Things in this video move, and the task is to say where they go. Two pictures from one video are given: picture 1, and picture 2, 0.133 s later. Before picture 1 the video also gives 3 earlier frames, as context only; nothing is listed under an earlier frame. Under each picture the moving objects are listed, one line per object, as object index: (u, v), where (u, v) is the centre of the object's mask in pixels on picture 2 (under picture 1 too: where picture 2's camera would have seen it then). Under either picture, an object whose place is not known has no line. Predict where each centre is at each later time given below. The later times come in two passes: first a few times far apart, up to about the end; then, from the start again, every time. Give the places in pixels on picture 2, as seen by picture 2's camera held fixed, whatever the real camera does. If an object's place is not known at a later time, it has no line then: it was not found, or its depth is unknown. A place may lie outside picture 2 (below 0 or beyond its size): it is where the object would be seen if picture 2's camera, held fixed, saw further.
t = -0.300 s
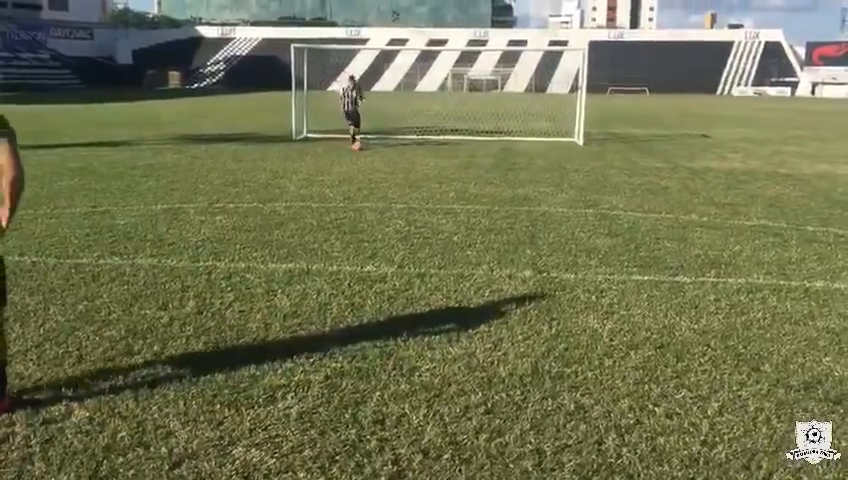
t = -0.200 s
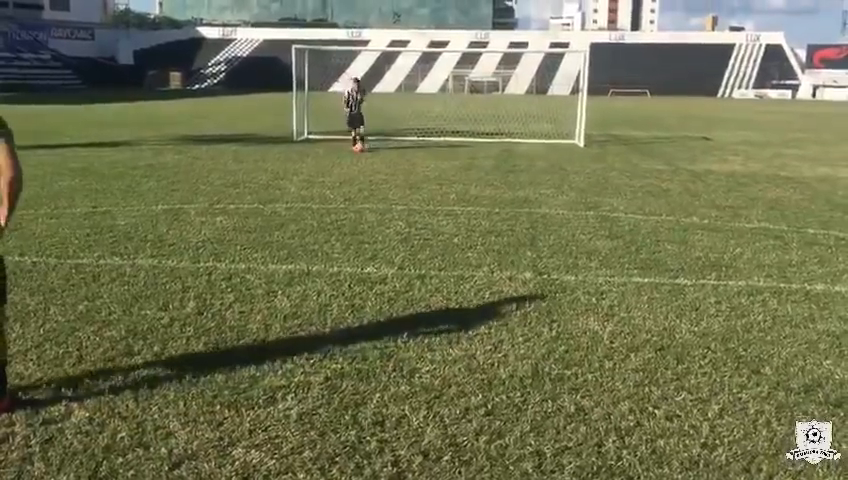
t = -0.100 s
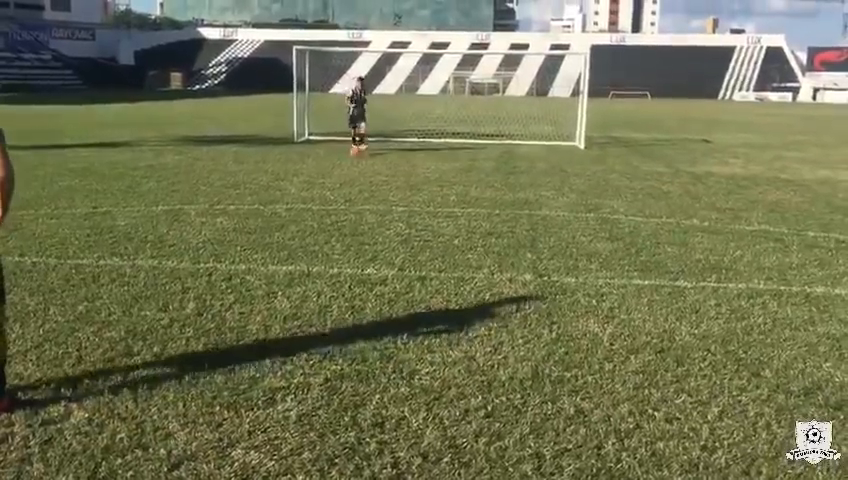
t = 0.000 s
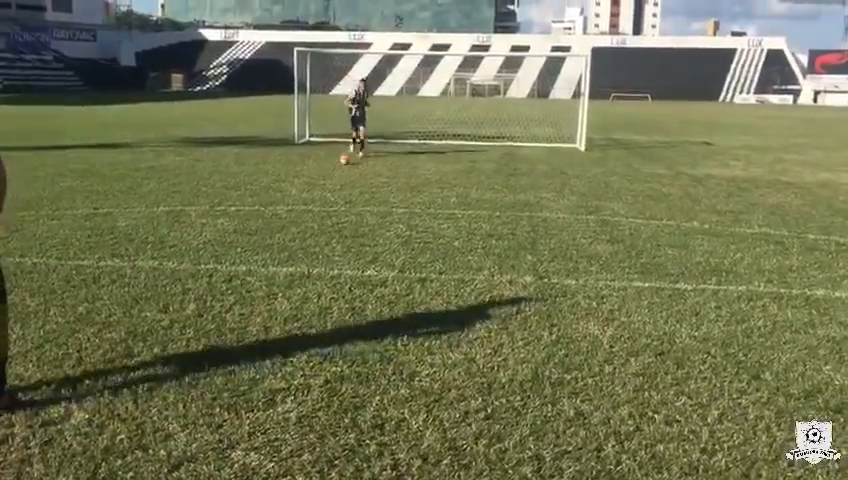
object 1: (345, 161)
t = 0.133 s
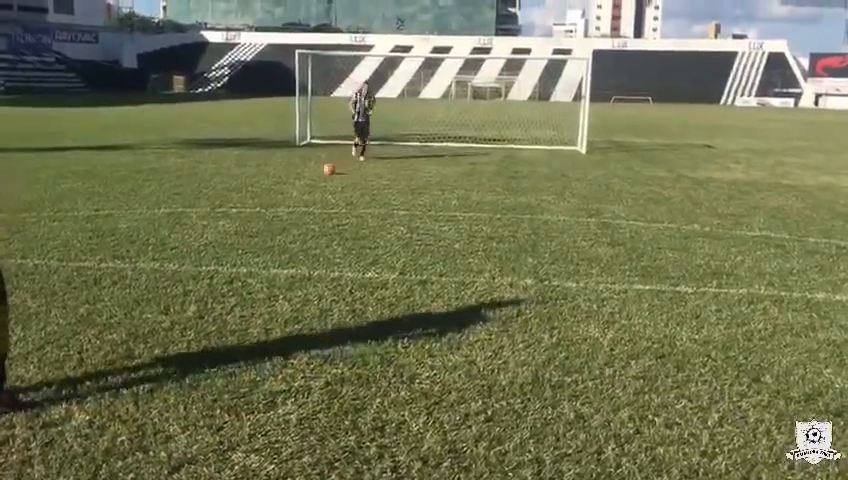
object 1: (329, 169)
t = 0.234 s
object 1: (315, 175)
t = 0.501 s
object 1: (276, 192)
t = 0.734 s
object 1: (234, 209)
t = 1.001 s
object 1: (177, 231)
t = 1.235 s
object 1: (115, 257)
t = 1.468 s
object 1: (35, 289)
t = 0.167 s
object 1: (326, 170)
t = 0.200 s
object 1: (320, 172)
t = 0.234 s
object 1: (315, 175)
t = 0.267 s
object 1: (311, 177)
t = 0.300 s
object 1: (306, 179)
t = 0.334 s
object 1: (302, 181)
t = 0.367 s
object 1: (296, 183)
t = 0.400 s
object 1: (291, 185)
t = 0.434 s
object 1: (287, 187)
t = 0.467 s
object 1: (281, 190)
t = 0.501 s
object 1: (276, 192)
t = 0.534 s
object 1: (270, 194)
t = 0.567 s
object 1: (264, 195)
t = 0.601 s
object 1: (259, 197)
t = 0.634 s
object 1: (252, 200)
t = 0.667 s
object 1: (246, 204)
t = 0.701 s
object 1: (241, 206)
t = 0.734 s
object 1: (234, 209)
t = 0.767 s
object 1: (228, 211)
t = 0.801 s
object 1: (221, 214)
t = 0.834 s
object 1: (214, 217)
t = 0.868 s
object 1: (207, 220)
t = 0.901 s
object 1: (200, 222)
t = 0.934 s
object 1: (193, 225)
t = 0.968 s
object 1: (186, 228)
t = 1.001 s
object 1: (177, 231)
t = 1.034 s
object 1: (169, 233)
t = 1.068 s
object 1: (161, 234)
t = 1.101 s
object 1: (152, 238)
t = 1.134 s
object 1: (144, 243)
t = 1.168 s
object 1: (135, 249)
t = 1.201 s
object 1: (127, 252)
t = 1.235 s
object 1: (115, 257)
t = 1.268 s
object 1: (104, 260)
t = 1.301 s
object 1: (93, 264)
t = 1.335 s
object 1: (82, 268)
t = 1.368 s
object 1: (71, 274)
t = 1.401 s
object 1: (58, 280)
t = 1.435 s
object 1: (47, 285)
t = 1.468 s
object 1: (35, 289)
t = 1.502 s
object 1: (20, 294)
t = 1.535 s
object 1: (5, 301)
